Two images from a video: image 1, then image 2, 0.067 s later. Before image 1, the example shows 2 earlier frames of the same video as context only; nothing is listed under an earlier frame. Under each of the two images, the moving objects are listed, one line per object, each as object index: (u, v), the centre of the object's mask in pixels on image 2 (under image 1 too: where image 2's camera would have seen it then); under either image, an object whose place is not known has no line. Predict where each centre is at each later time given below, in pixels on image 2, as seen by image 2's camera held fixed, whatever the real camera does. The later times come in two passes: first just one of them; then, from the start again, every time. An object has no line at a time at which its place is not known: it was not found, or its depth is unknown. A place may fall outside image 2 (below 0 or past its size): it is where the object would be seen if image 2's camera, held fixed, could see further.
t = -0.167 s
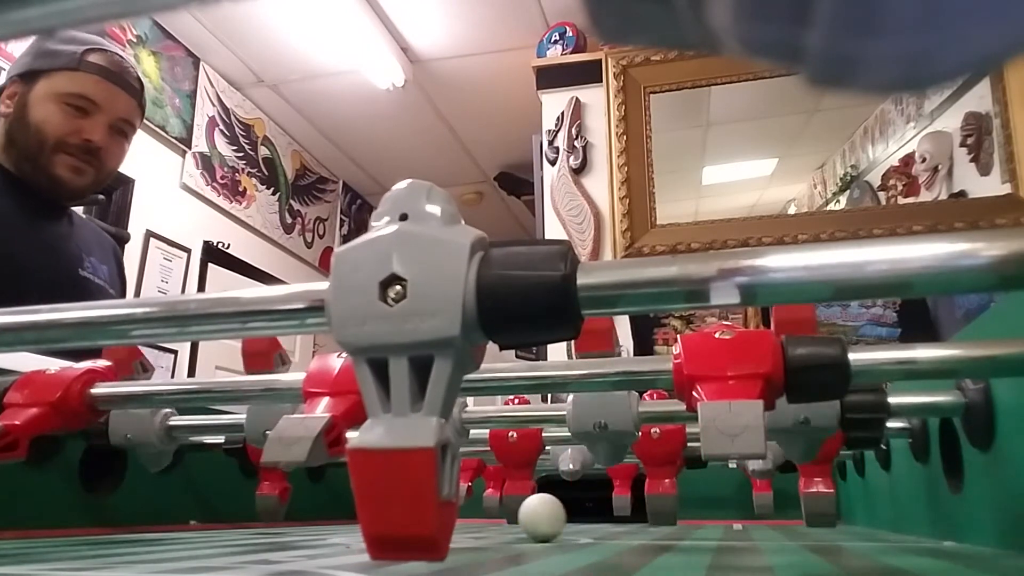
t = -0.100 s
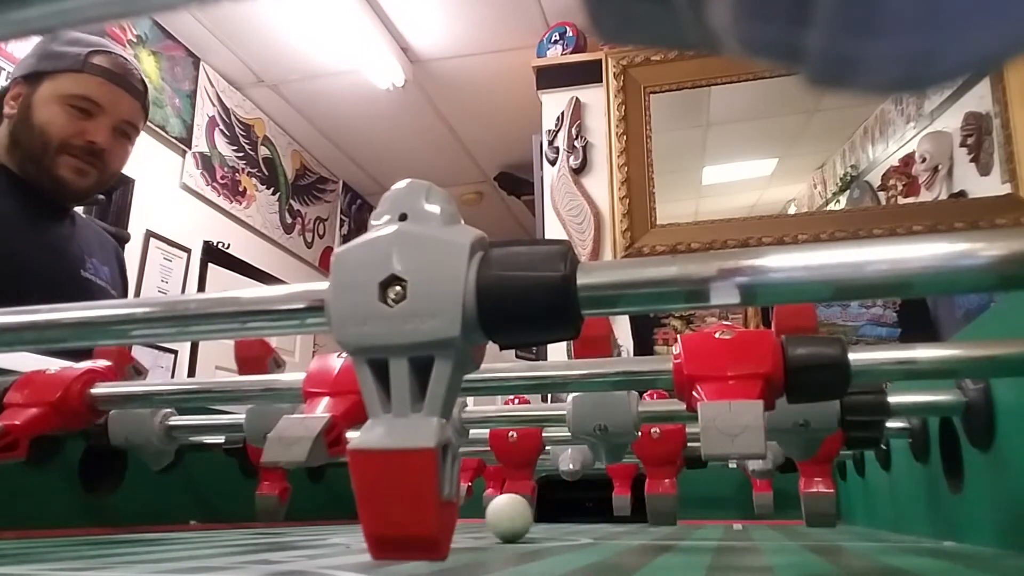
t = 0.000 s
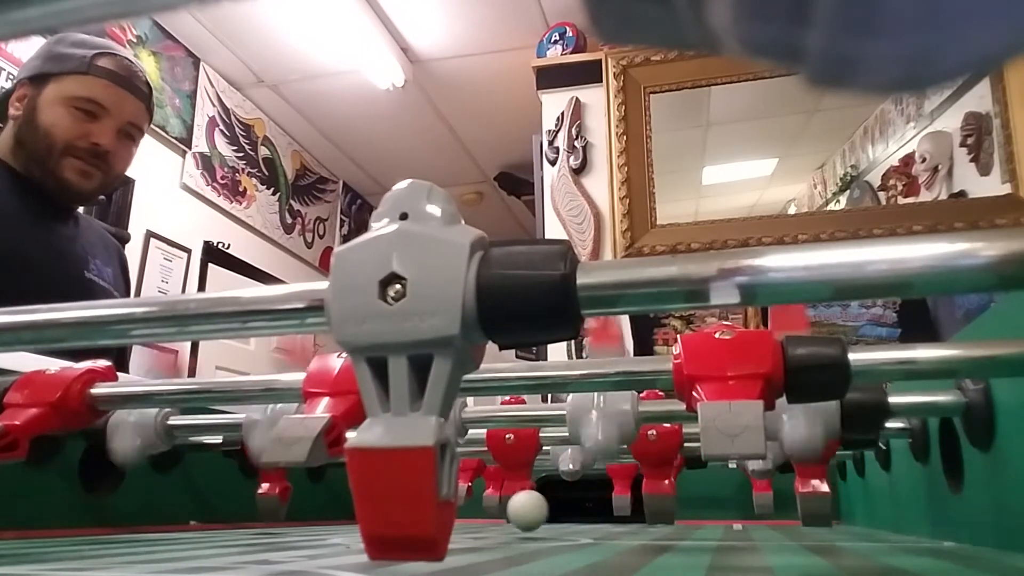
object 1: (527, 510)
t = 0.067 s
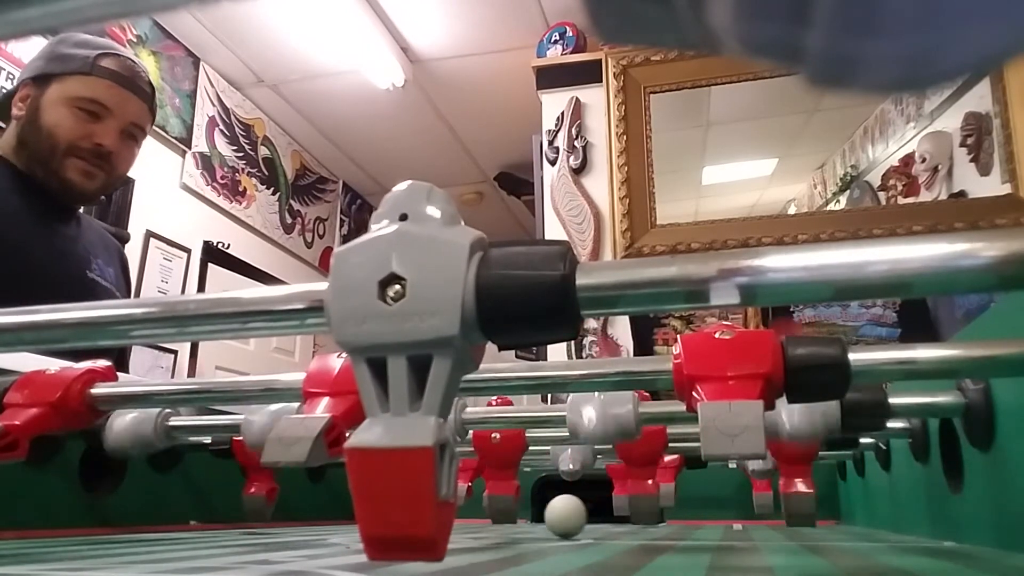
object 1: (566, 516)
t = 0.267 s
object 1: (675, 516)
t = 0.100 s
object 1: (583, 516)
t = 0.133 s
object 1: (600, 517)
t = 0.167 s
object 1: (618, 516)
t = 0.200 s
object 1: (641, 517)
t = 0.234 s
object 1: (656, 516)
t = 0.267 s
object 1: (675, 516)
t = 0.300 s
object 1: (693, 516)
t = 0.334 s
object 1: (713, 517)
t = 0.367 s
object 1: (732, 517)
